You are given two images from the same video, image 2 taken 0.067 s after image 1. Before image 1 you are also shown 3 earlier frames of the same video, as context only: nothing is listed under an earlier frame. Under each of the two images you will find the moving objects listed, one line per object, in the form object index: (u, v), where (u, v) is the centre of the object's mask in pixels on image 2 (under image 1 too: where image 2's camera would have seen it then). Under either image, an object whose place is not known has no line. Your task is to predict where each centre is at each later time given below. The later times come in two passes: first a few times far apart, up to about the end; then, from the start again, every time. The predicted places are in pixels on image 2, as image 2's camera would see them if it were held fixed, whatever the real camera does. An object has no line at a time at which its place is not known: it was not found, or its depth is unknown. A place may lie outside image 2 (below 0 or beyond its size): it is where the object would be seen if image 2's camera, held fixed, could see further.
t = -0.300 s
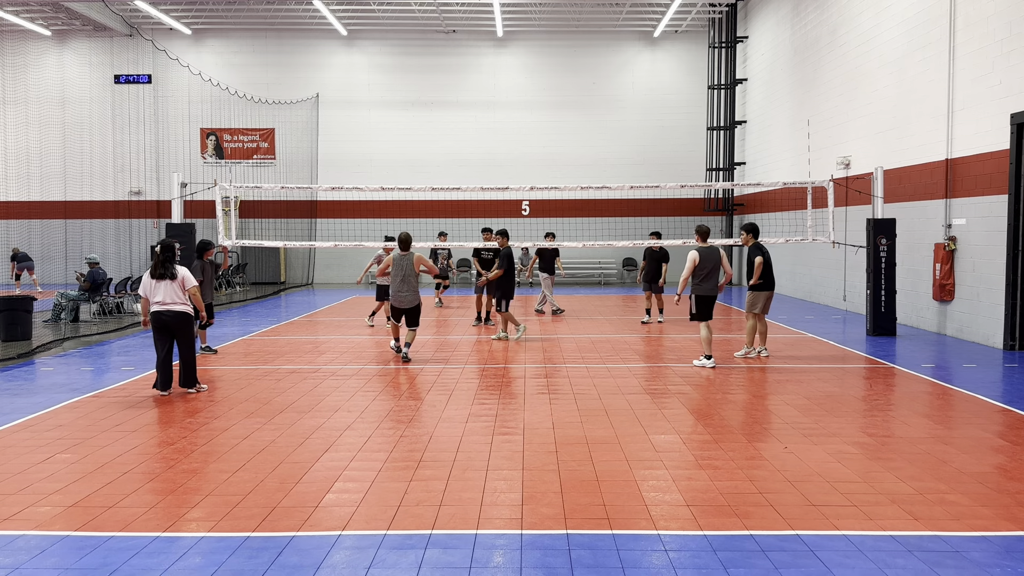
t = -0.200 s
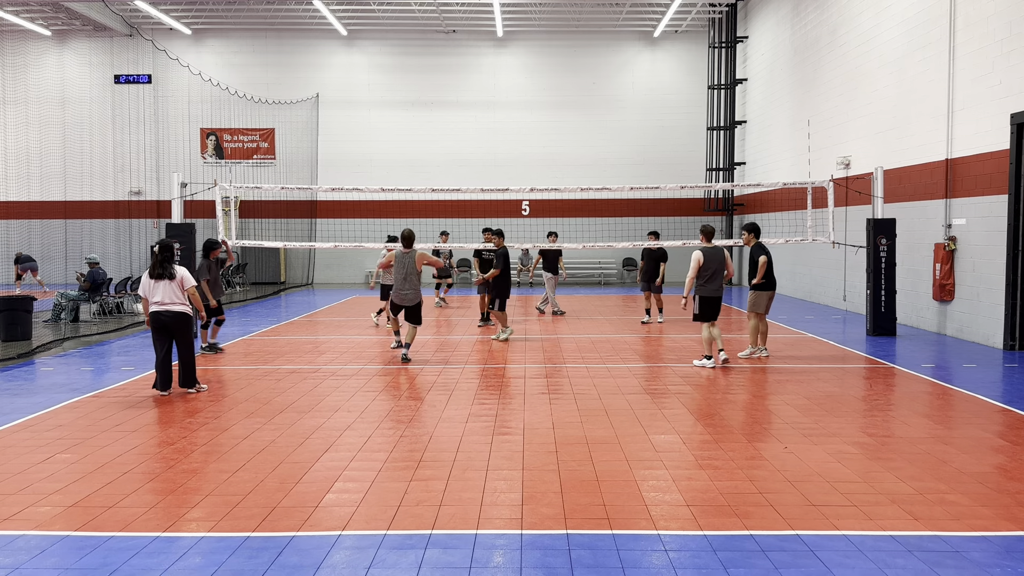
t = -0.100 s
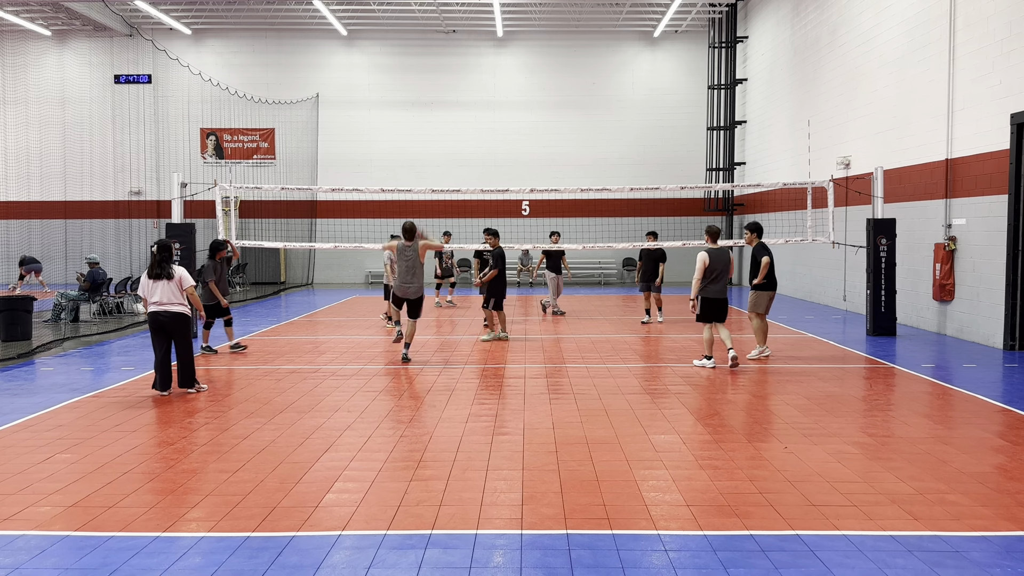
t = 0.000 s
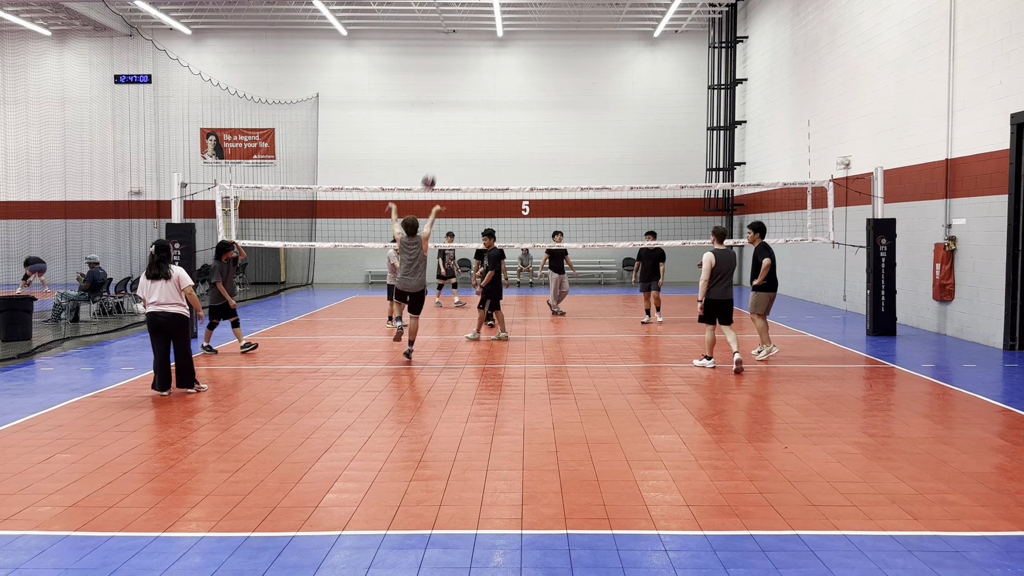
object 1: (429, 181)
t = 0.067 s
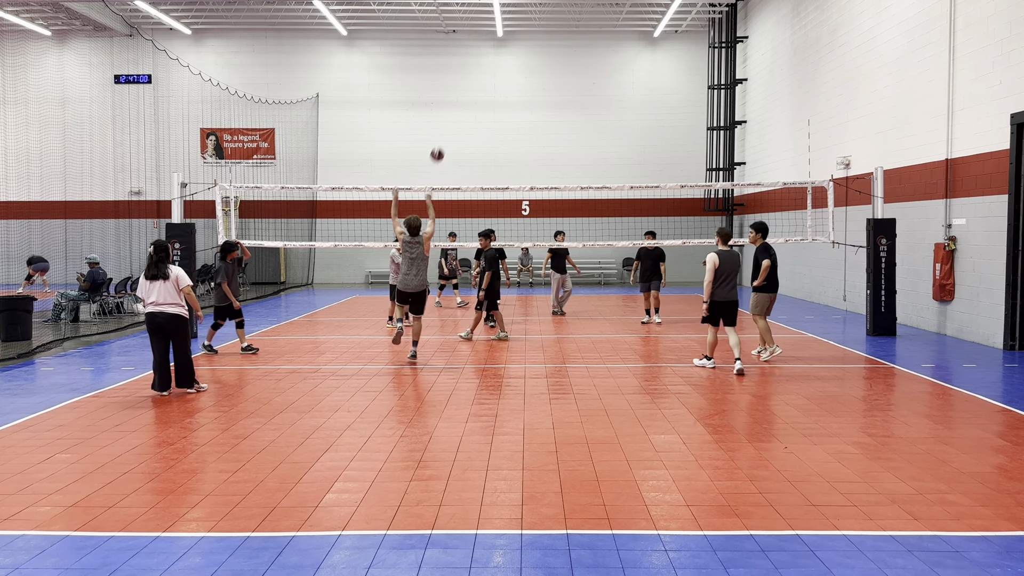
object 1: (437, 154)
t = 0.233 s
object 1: (456, 106)
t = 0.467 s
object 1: (475, 77)
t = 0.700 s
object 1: (491, 83)
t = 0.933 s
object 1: (504, 114)
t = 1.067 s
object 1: (510, 140)
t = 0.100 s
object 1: (441, 142)
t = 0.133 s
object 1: (445, 131)
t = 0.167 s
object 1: (449, 122)
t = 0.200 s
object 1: (453, 114)
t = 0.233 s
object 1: (456, 106)
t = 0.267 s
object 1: (459, 100)
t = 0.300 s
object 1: (462, 93)
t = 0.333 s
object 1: (465, 89)
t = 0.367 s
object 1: (467, 85)
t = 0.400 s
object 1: (470, 82)
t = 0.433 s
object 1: (472, 79)
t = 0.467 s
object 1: (475, 77)
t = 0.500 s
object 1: (477, 76)
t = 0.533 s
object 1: (480, 76)
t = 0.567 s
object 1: (482, 76)
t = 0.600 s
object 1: (484, 78)
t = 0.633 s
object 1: (486, 79)
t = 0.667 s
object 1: (488, 81)
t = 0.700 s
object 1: (491, 83)
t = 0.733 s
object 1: (493, 86)
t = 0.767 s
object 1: (495, 89)
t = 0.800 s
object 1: (497, 93)
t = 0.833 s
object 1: (498, 98)
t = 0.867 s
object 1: (500, 103)
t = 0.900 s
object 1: (502, 108)
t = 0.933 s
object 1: (504, 114)
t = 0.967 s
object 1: (505, 120)
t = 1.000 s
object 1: (507, 126)
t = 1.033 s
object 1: (509, 133)
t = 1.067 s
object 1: (510, 140)
